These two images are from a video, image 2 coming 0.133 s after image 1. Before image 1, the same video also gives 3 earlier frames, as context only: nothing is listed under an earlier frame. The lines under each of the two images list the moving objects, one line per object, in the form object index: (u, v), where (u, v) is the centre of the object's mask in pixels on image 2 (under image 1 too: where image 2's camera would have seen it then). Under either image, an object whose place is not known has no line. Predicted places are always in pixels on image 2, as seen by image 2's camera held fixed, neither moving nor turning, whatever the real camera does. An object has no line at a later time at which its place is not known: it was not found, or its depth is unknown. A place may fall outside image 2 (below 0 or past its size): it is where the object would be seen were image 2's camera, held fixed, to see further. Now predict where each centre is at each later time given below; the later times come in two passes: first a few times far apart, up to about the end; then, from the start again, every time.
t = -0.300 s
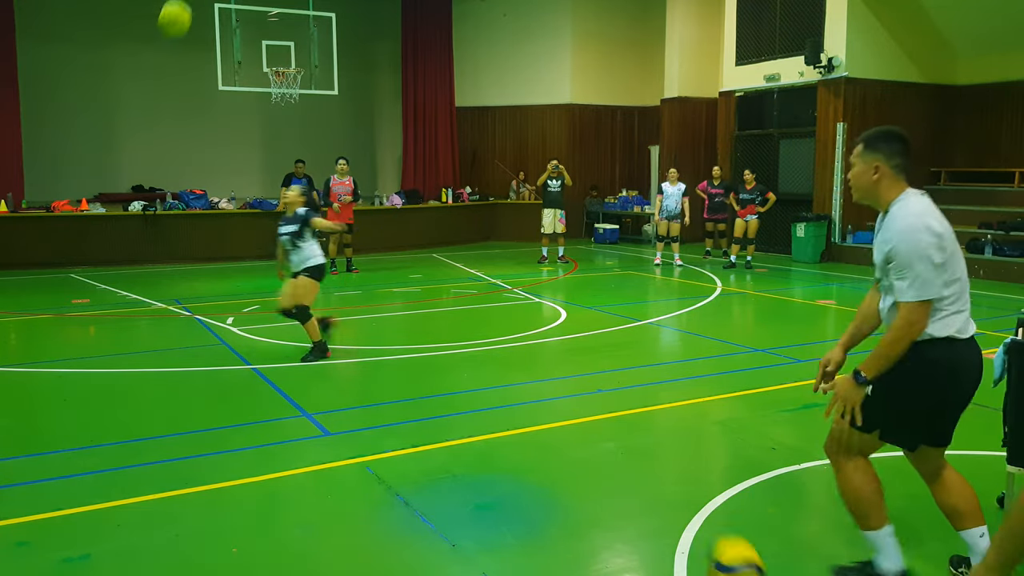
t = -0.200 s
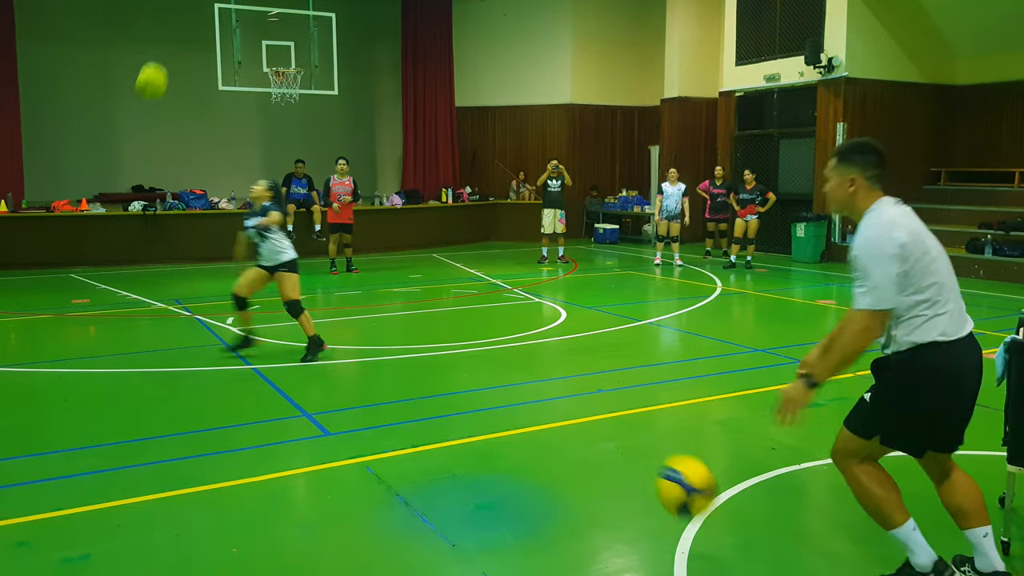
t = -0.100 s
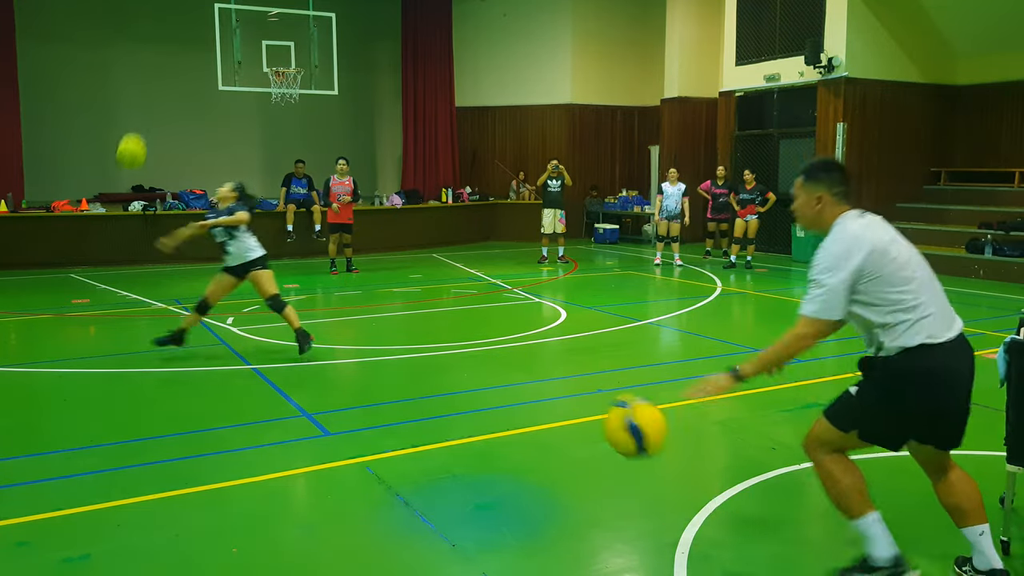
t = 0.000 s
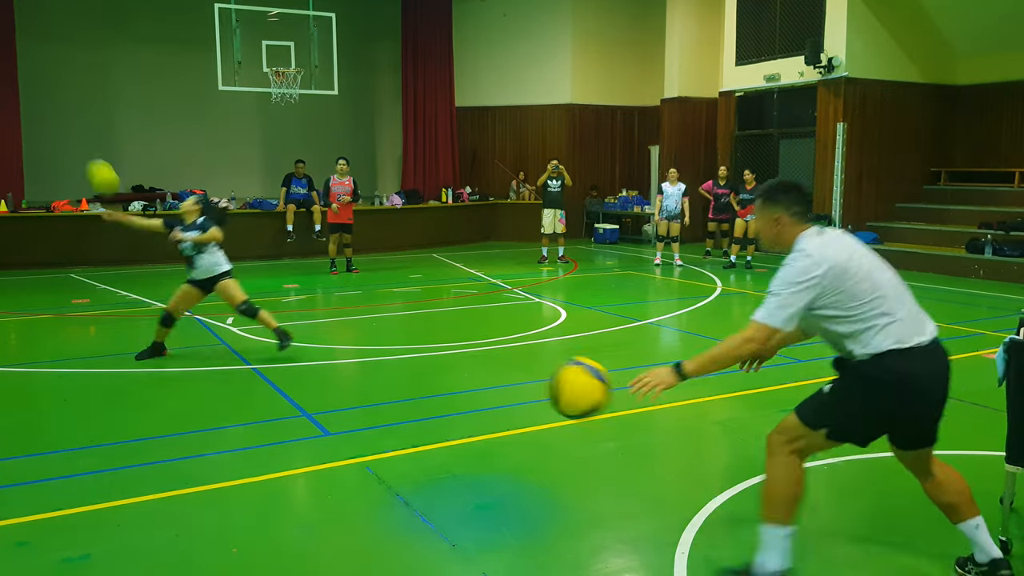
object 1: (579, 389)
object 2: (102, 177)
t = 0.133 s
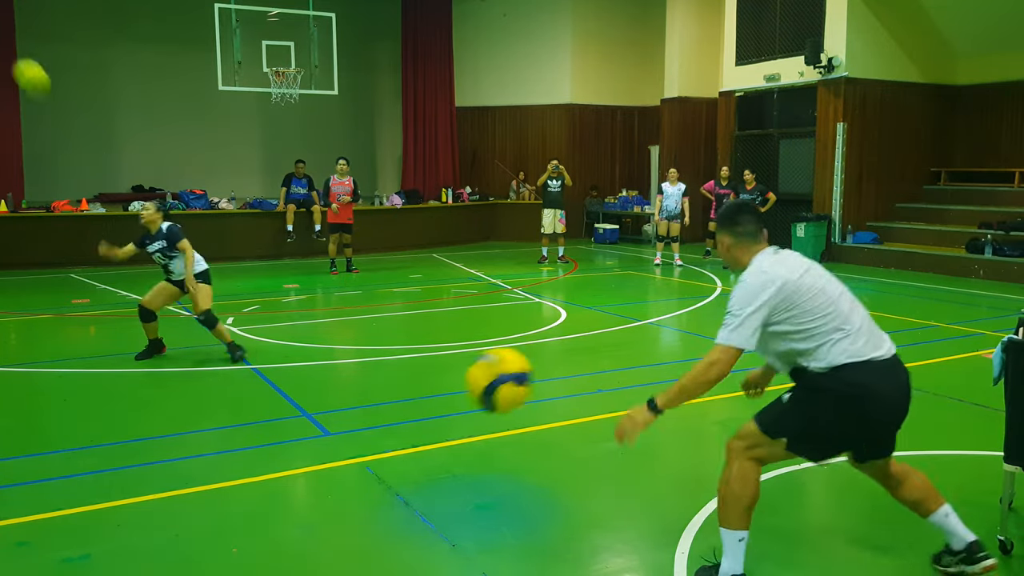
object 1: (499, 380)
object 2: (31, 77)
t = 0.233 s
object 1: (437, 410)
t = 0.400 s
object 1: (326, 534)
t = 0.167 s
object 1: (479, 386)
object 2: (14, 54)
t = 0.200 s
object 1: (458, 396)
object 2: (6, 36)
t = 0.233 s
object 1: (437, 410)
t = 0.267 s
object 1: (417, 425)
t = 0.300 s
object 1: (393, 447)
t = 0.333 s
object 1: (372, 472)
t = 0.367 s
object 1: (349, 502)
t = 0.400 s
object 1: (326, 534)
